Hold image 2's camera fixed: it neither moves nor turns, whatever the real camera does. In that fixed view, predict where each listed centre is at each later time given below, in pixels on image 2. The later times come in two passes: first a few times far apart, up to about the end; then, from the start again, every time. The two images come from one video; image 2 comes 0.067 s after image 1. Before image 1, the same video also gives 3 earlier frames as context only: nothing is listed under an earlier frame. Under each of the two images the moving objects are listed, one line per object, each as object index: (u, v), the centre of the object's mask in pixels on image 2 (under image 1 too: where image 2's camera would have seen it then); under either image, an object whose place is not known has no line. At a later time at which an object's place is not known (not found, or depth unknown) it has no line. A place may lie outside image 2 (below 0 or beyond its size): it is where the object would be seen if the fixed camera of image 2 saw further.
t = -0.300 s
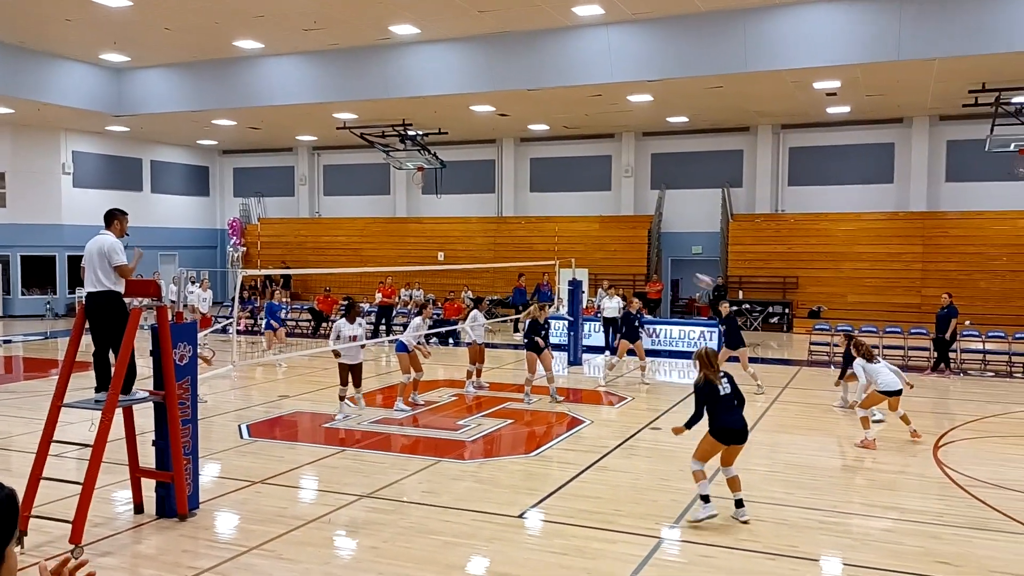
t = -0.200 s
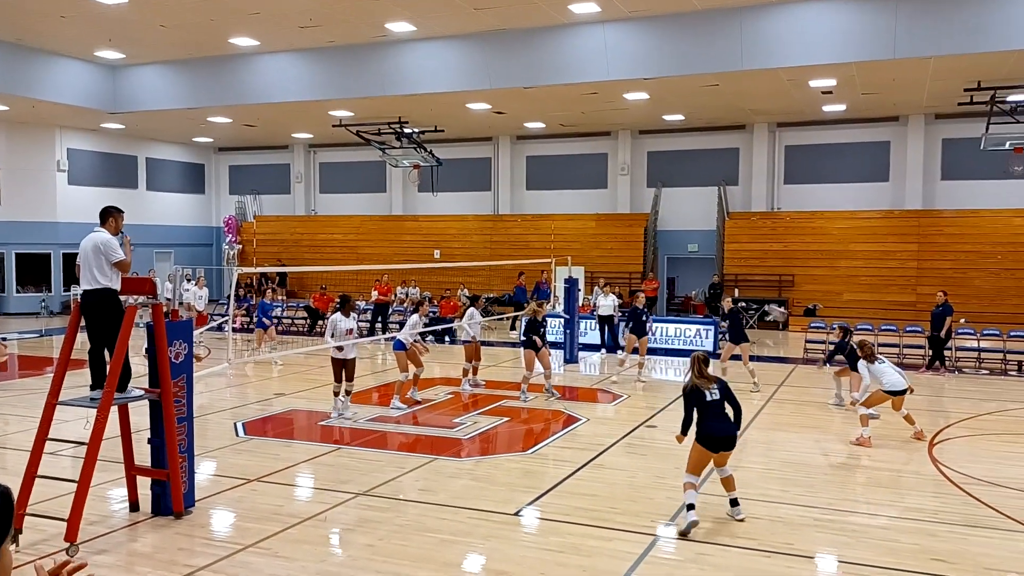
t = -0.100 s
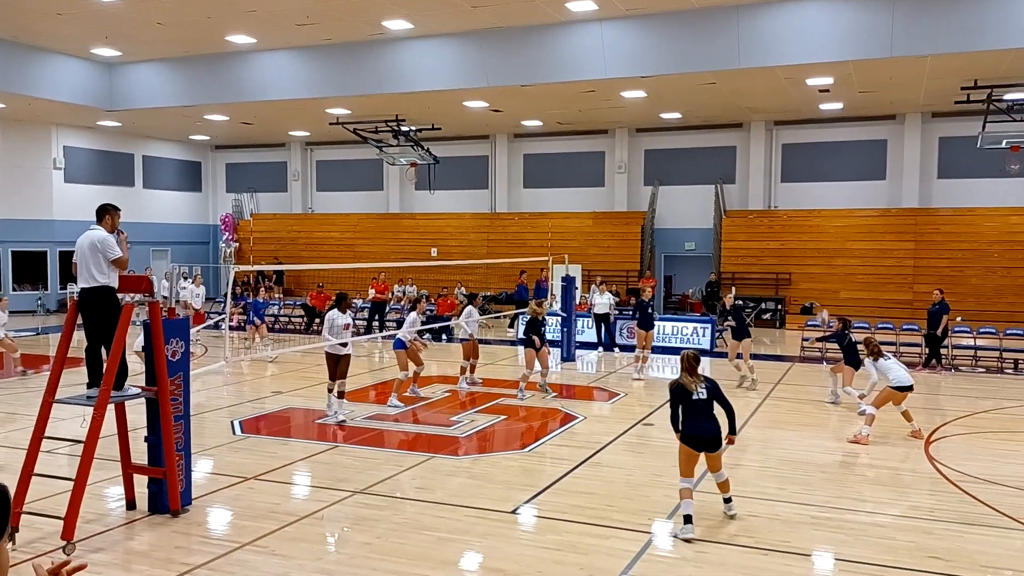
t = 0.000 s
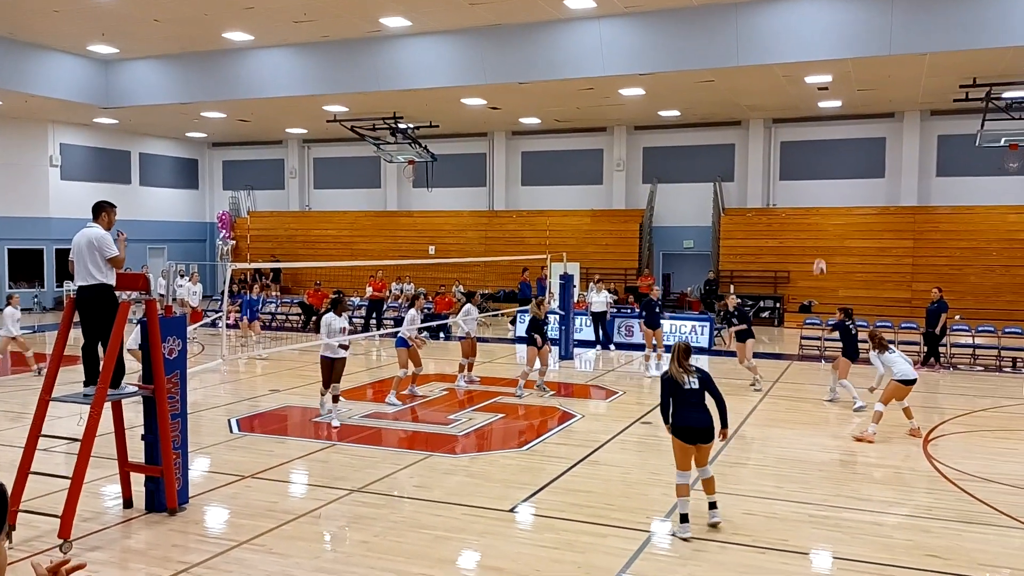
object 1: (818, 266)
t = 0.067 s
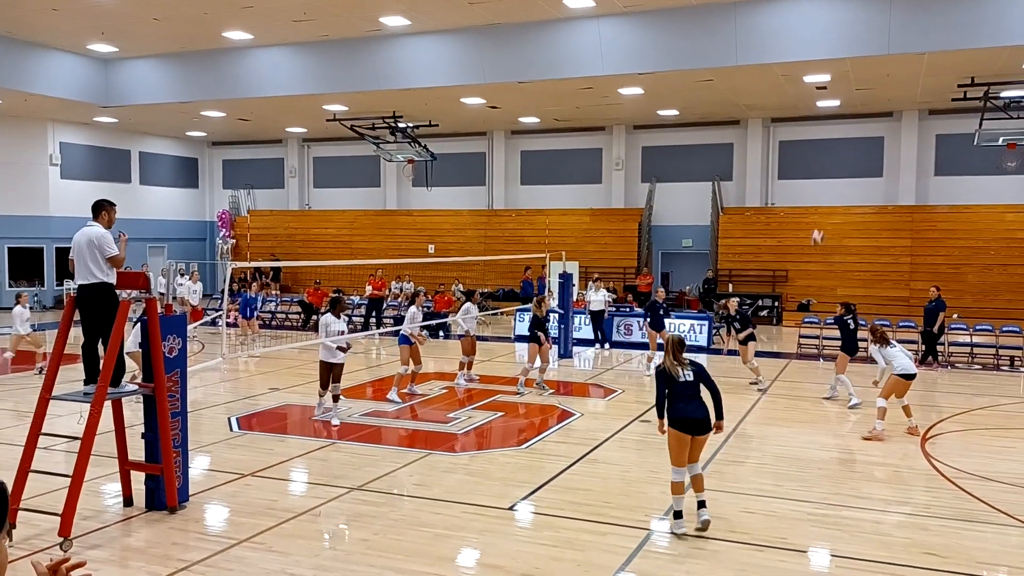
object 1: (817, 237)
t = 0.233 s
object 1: (813, 176)
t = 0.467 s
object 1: (809, 118)
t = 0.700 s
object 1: (805, 93)
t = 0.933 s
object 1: (797, 103)
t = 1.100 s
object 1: (792, 133)
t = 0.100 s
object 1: (816, 223)
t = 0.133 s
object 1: (816, 211)
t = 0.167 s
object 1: (815, 198)
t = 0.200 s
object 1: (815, 188)
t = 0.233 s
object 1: (813, 176)
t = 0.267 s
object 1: (813, 165)
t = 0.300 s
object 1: (813, 156)
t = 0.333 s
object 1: (813, 147)
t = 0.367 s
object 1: (811, 138)
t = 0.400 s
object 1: (810, 131)
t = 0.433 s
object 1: (810, 123)
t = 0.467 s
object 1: (809, 118)
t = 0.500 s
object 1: (809, 112)
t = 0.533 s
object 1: (808, 108)
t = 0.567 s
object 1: (807, 103)
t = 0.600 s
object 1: (807, 100)
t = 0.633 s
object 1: (806, 97)
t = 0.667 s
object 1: (805, 94)
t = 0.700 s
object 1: (805, 93)
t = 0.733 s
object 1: (804, 93)
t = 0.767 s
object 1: (803, 93)
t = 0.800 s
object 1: (801, 93)
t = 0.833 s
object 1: (800, 95)
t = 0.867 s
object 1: (800, 97)
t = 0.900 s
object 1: (799, 100)
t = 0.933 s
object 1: (797, 103)
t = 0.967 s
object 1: (796, 108)
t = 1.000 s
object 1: (795, 113)
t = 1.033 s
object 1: (794, 119)
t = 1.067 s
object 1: (793, 125)
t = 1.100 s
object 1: (792, 133)
